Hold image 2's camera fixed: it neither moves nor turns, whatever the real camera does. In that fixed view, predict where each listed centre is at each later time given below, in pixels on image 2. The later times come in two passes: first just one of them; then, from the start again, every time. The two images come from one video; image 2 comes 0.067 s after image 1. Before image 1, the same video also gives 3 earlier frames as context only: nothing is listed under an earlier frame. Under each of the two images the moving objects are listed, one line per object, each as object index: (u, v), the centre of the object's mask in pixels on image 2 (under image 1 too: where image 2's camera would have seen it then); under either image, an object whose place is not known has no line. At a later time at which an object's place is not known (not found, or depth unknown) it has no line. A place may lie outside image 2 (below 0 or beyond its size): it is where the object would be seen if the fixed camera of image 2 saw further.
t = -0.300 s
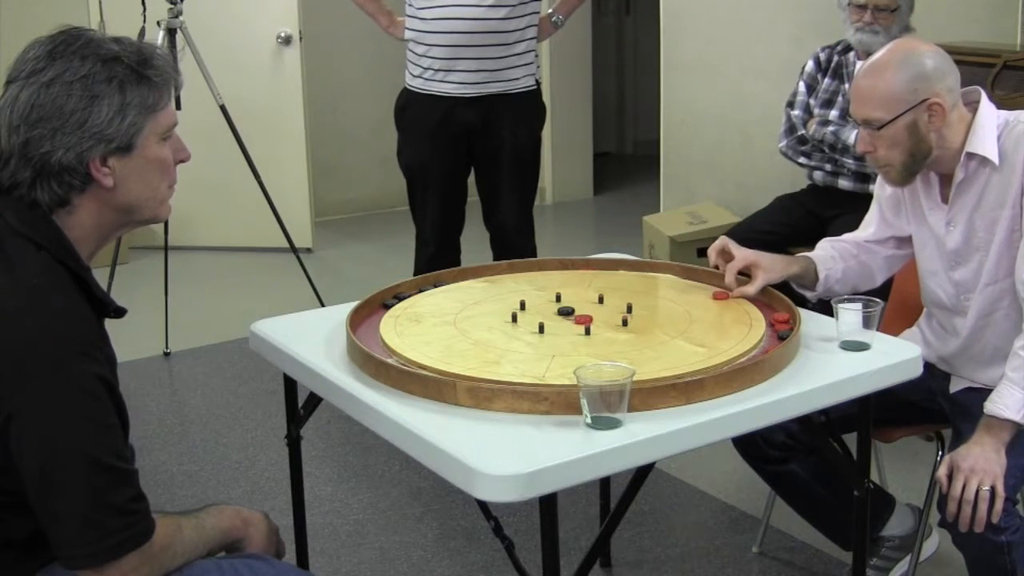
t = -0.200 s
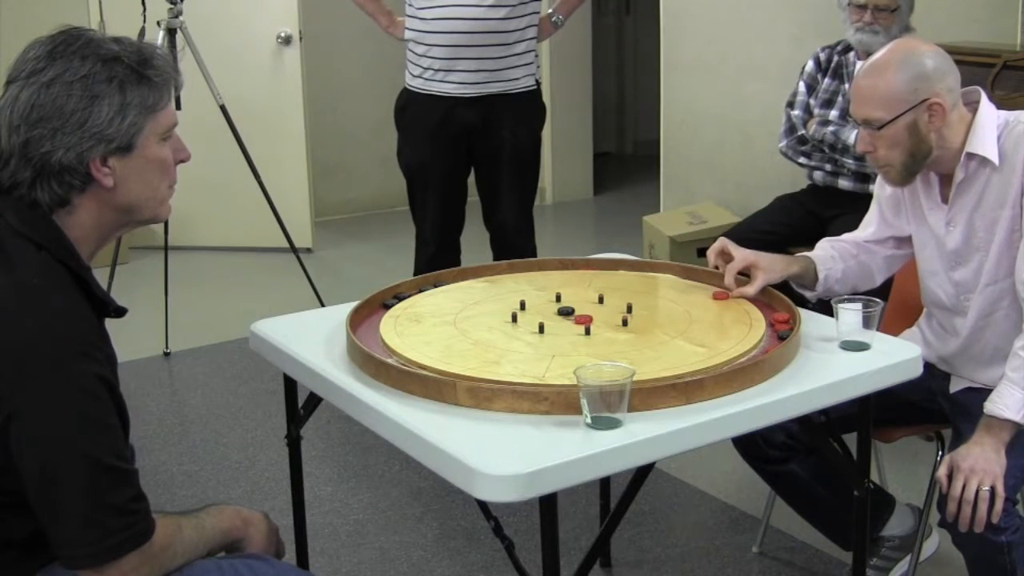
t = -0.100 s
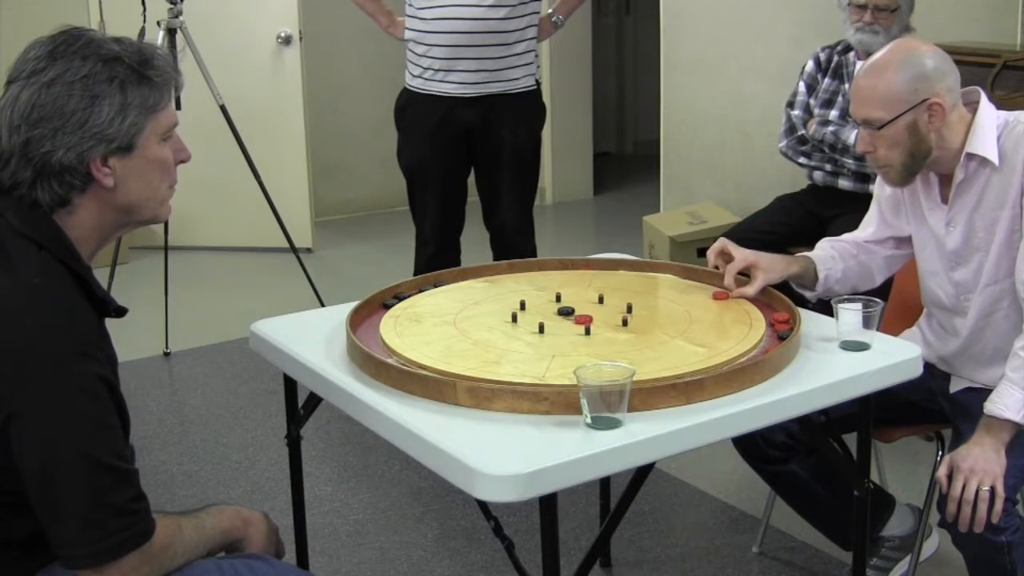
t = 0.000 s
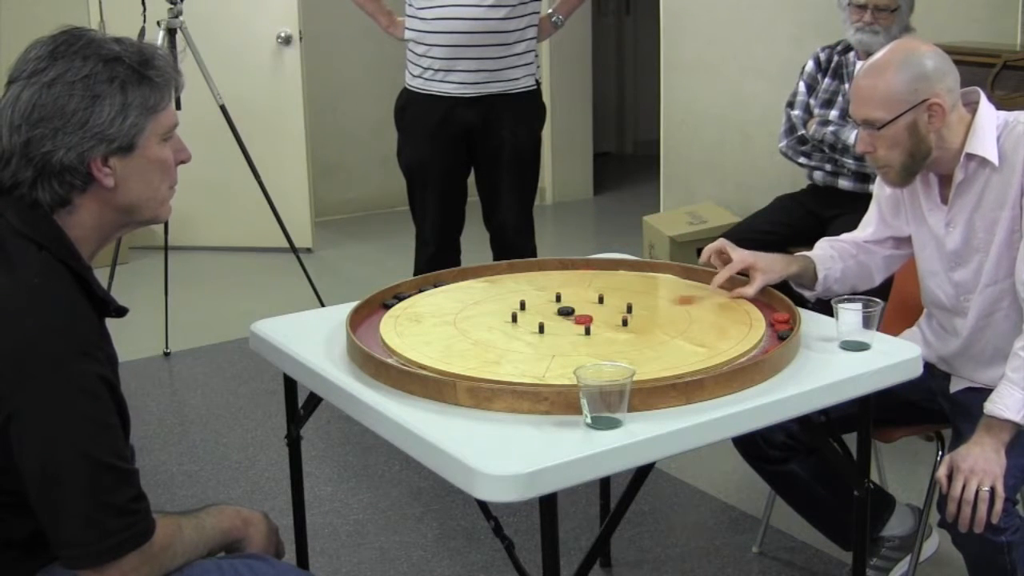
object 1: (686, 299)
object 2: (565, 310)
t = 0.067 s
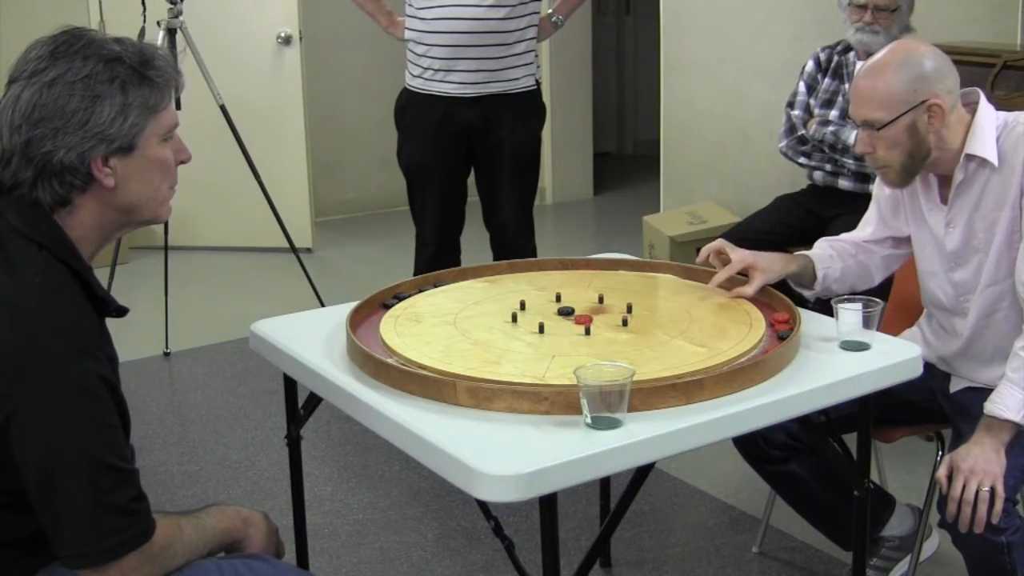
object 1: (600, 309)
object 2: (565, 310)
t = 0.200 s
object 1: (572, 316)
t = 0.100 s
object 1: (577, 313)
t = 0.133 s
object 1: (576, 314)
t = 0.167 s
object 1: (574, 315)
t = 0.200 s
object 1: (572, 316)
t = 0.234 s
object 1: (572, 316)
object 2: (396, 315)
